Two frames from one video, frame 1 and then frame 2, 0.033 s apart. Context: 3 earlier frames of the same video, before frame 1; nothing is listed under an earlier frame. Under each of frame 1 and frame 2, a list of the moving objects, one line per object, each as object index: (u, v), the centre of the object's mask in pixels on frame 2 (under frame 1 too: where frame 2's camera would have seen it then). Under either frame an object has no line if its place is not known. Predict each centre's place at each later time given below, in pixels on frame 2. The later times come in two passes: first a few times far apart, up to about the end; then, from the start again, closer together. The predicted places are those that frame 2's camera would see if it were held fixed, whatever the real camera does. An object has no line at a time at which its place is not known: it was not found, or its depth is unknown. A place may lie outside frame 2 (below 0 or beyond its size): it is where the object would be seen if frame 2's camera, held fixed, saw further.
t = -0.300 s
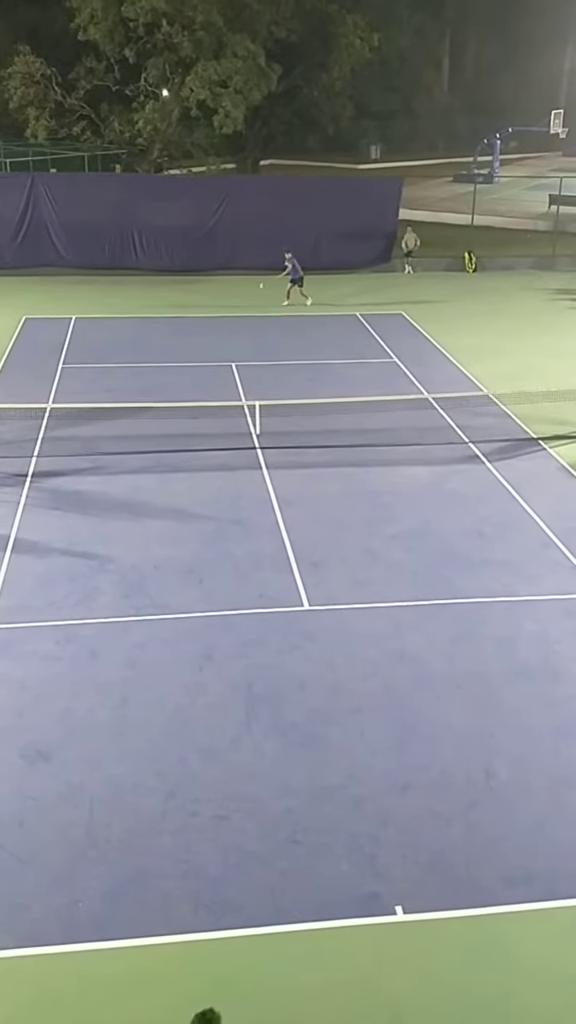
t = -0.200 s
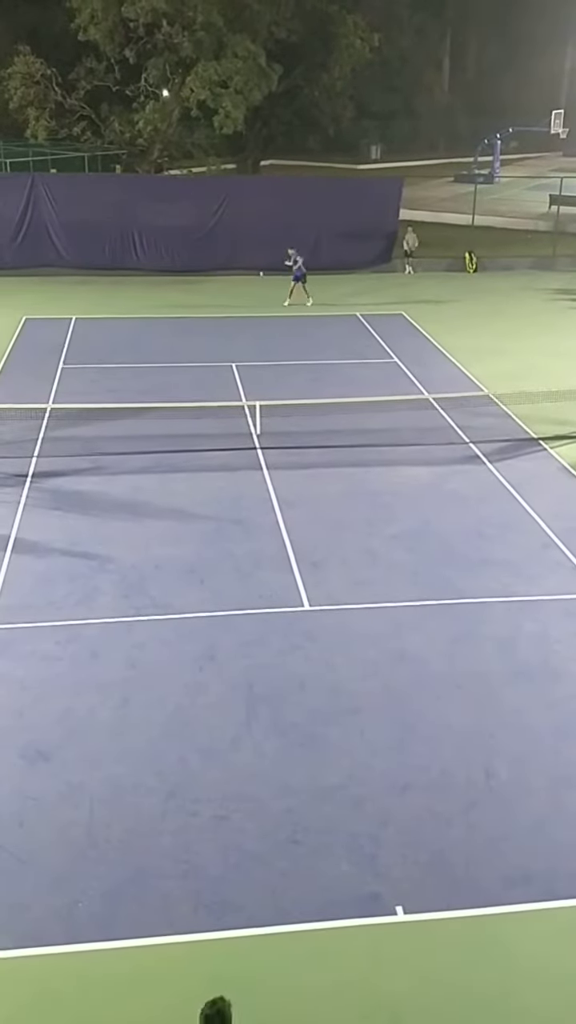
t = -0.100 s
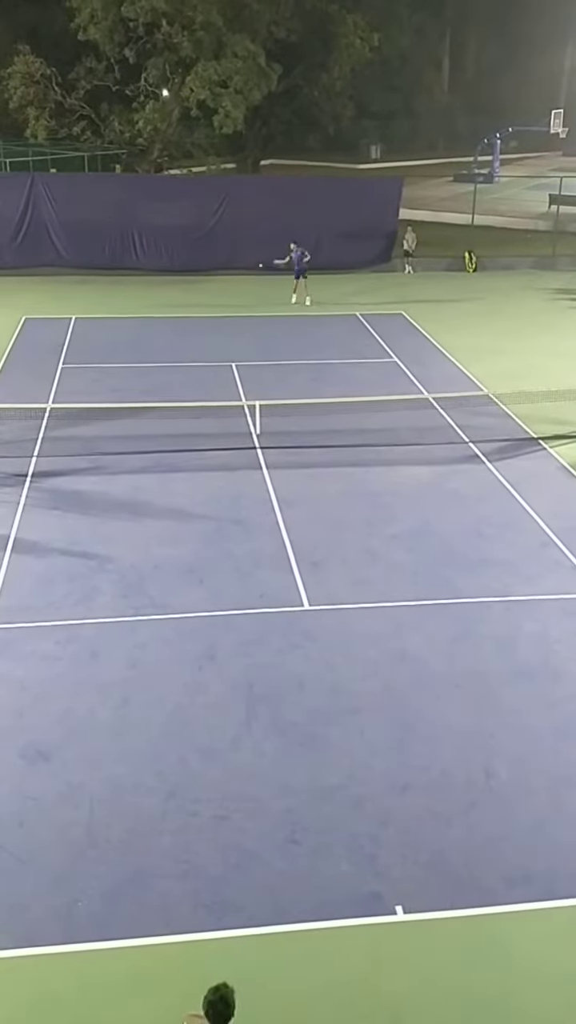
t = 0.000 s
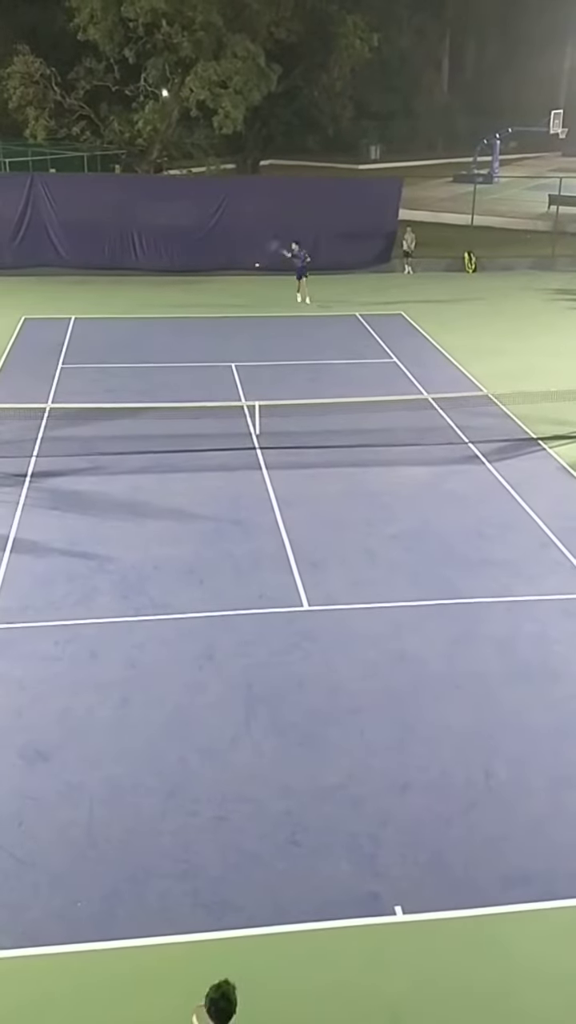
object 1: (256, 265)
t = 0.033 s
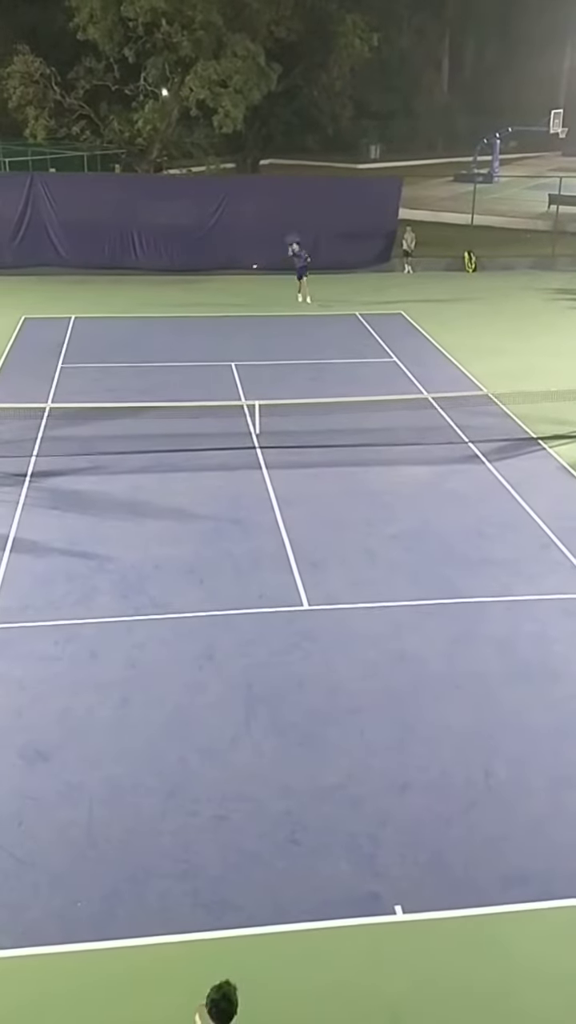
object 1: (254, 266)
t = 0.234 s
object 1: (238, 294)
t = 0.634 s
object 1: (179, 481)
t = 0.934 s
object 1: (97, 754)
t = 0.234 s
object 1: (238, 294)
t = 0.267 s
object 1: (234, 302)
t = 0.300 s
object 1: (231, 312)
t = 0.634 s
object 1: (179, 481)
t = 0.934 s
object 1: (97, 754)
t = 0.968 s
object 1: (88, 768)
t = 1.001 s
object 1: (78, 785)
